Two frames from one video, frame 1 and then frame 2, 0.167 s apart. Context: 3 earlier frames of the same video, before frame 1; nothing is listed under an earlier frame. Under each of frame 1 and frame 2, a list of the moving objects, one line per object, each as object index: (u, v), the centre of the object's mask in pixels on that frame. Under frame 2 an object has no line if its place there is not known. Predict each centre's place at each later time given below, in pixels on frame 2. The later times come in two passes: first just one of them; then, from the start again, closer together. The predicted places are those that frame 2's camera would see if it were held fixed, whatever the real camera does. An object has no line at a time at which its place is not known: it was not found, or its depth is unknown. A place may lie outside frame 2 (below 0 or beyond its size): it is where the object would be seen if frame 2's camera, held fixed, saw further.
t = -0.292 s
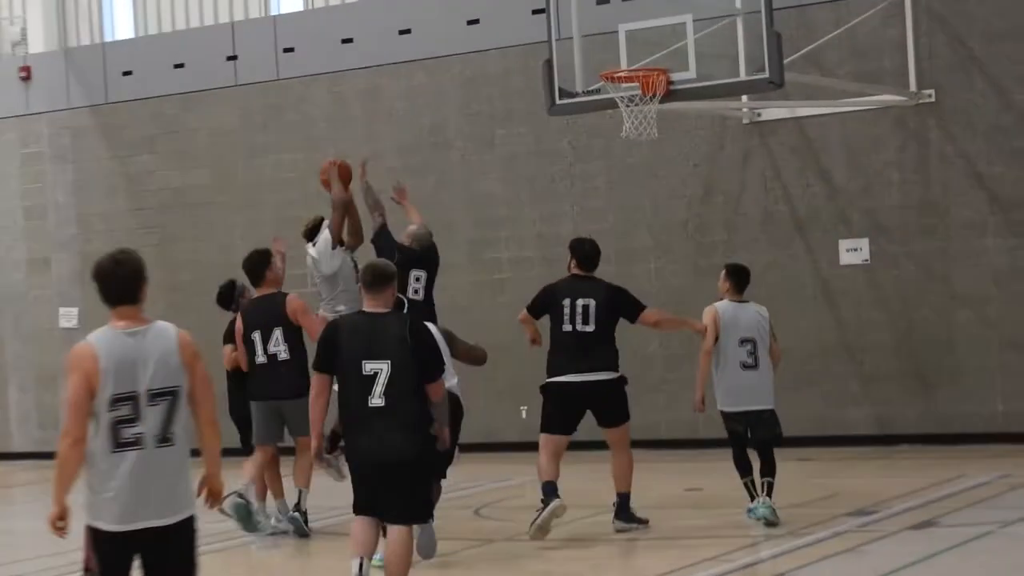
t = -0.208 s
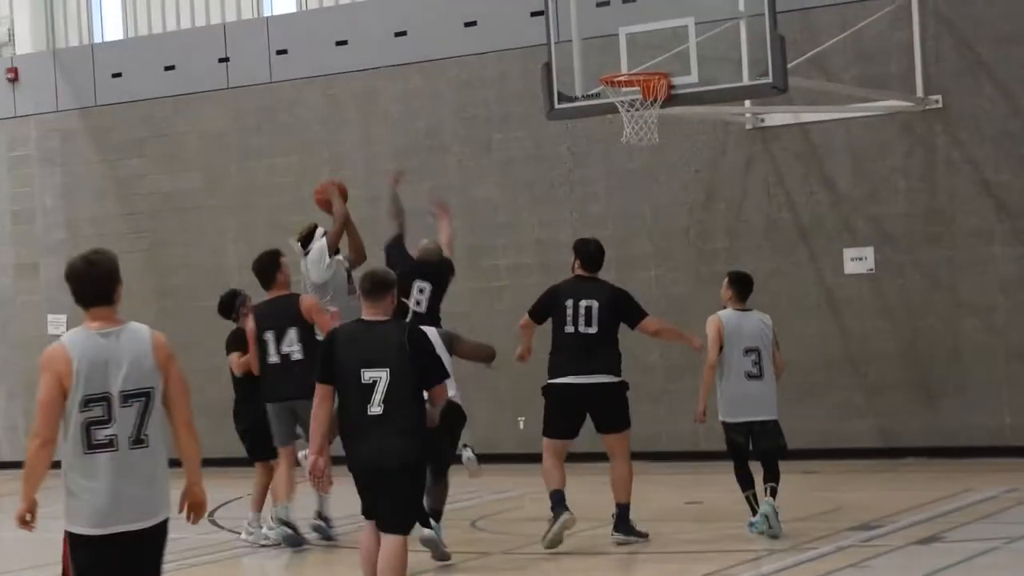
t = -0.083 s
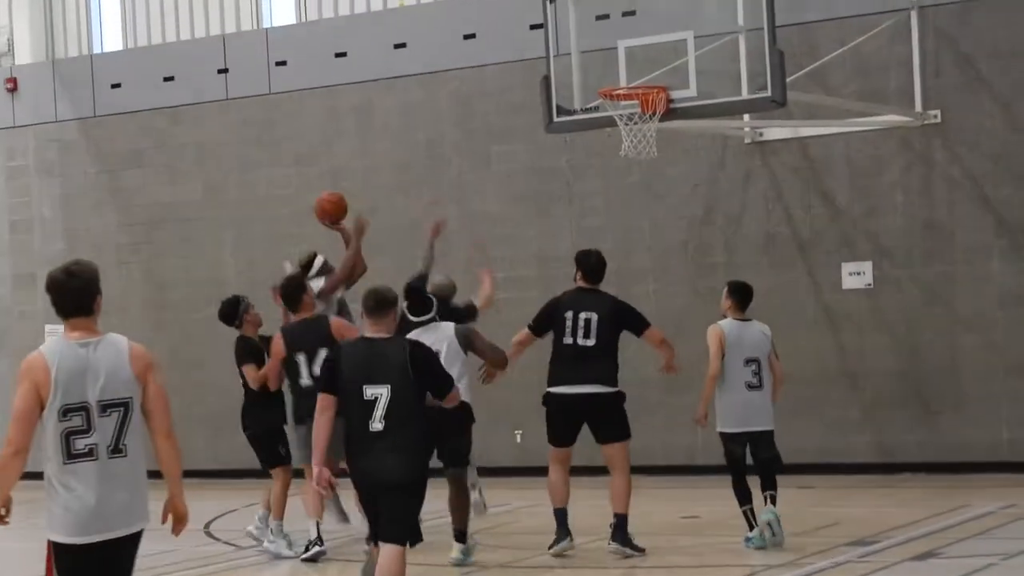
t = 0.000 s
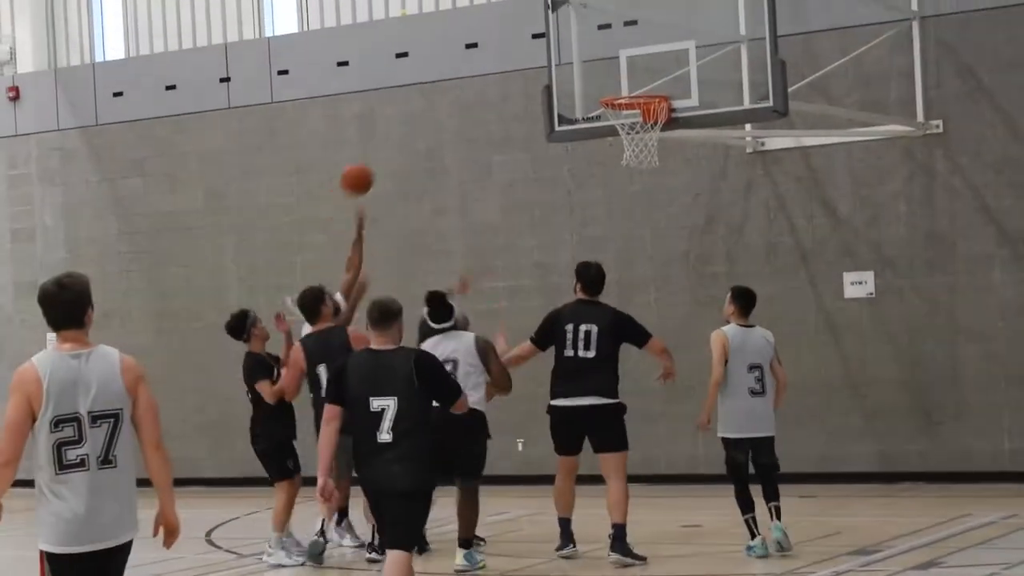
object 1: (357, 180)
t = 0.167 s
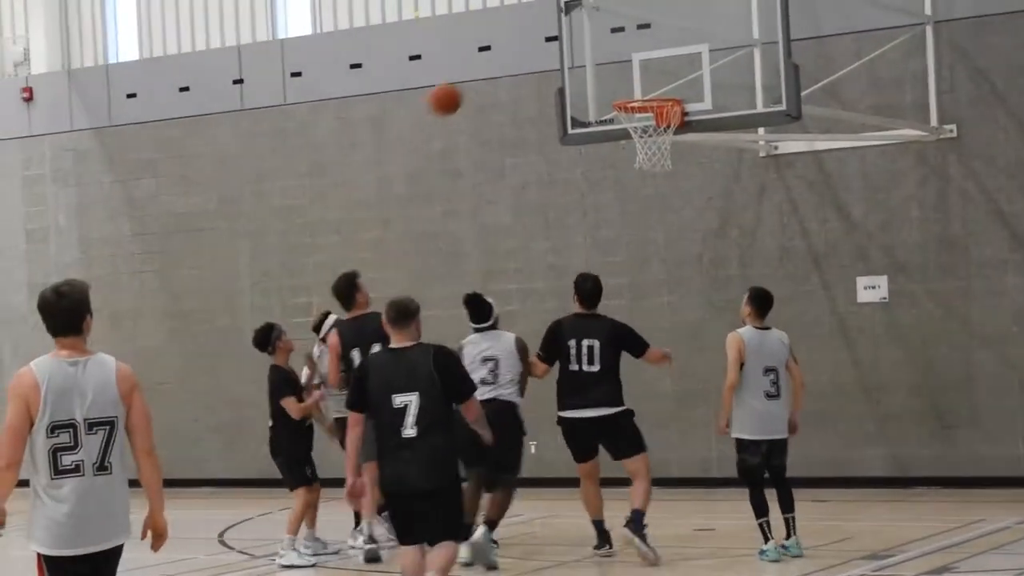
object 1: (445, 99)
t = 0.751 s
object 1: (643, 89)
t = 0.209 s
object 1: (468, 82)
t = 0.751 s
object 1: (643, 89)
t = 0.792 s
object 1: (649, 116)
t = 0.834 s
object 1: (646, 126)
